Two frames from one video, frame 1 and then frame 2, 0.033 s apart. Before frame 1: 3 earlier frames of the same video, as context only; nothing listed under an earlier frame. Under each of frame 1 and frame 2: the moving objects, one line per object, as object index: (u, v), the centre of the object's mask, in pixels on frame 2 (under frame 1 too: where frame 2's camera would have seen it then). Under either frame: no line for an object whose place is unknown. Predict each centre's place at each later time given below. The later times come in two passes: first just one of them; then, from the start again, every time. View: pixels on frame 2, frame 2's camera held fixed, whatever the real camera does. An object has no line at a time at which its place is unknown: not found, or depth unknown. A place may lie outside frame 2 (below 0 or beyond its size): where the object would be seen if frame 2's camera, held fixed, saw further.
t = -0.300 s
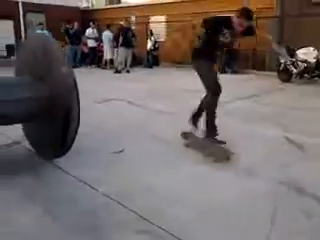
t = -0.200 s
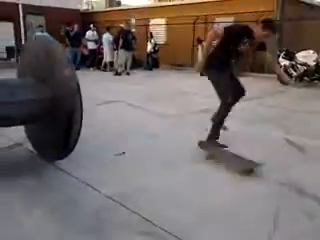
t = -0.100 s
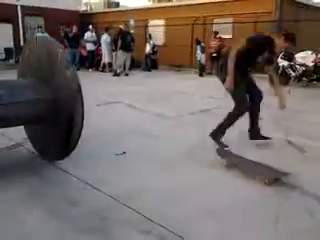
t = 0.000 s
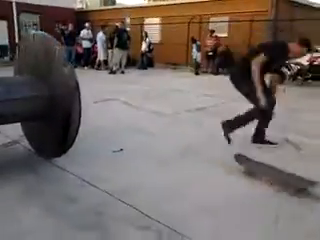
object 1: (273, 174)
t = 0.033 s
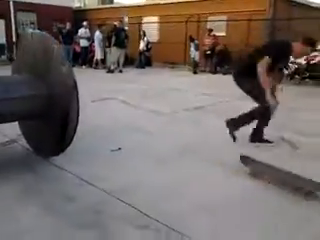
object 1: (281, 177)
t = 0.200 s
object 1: (313, 182)
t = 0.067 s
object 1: (286, 177)
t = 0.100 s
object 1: (293, 179)
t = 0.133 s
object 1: (298, 179)
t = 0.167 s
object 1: (305, 180)
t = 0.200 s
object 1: (313, 182)
